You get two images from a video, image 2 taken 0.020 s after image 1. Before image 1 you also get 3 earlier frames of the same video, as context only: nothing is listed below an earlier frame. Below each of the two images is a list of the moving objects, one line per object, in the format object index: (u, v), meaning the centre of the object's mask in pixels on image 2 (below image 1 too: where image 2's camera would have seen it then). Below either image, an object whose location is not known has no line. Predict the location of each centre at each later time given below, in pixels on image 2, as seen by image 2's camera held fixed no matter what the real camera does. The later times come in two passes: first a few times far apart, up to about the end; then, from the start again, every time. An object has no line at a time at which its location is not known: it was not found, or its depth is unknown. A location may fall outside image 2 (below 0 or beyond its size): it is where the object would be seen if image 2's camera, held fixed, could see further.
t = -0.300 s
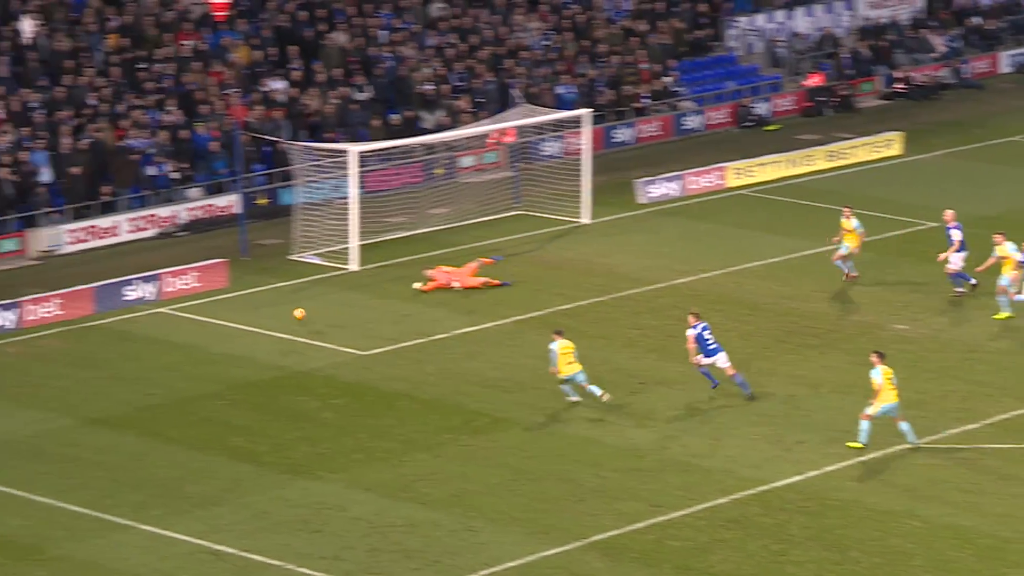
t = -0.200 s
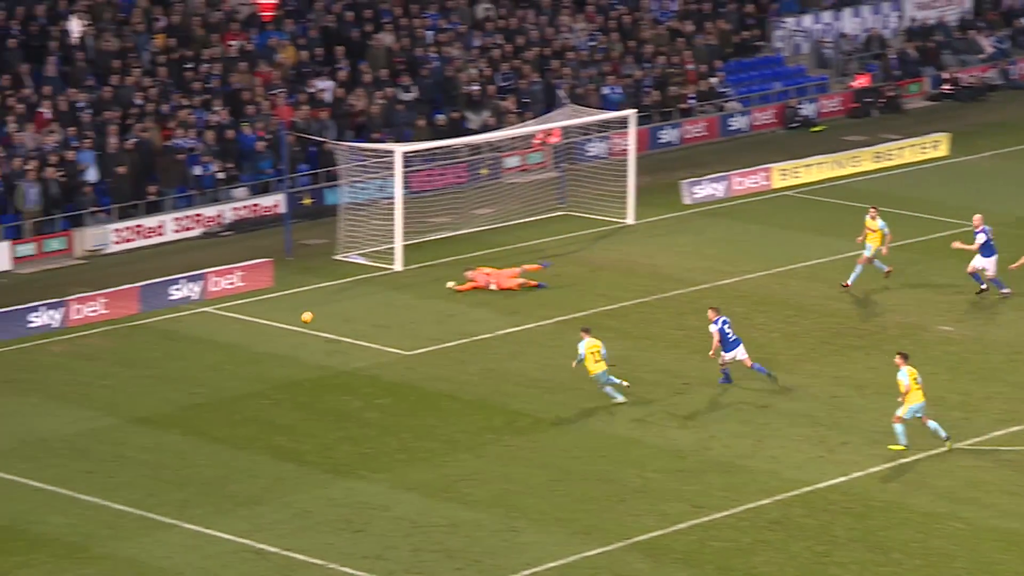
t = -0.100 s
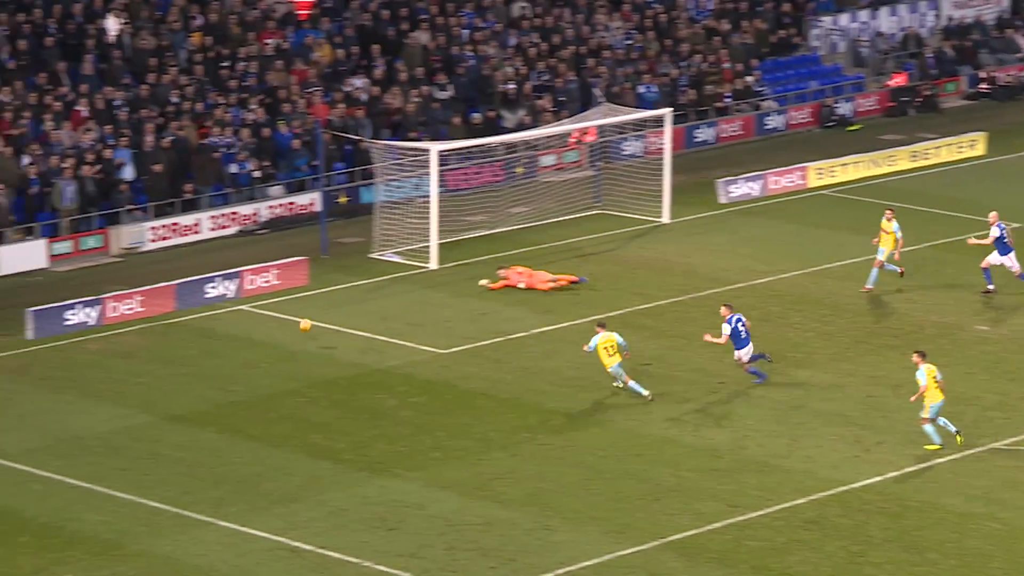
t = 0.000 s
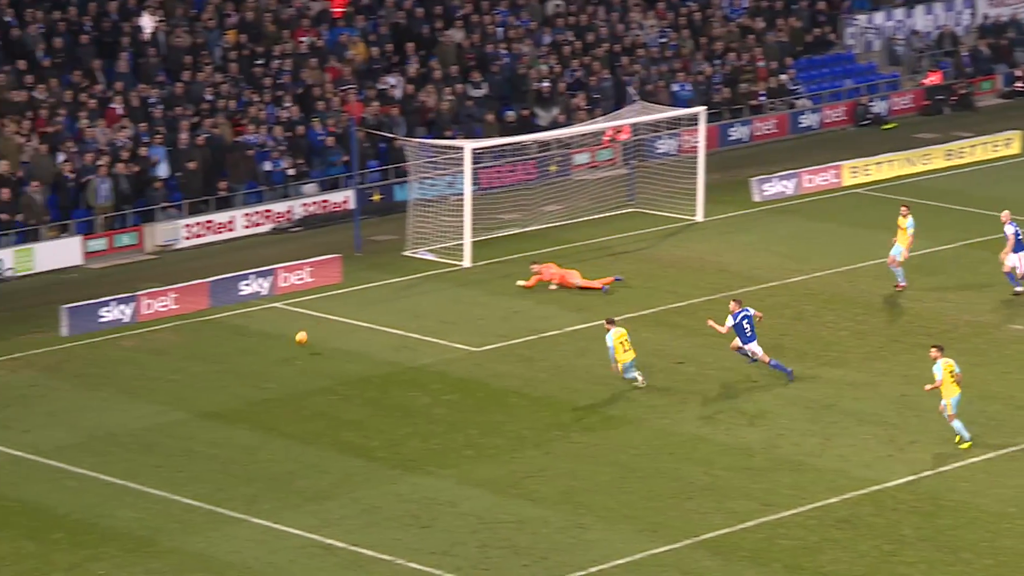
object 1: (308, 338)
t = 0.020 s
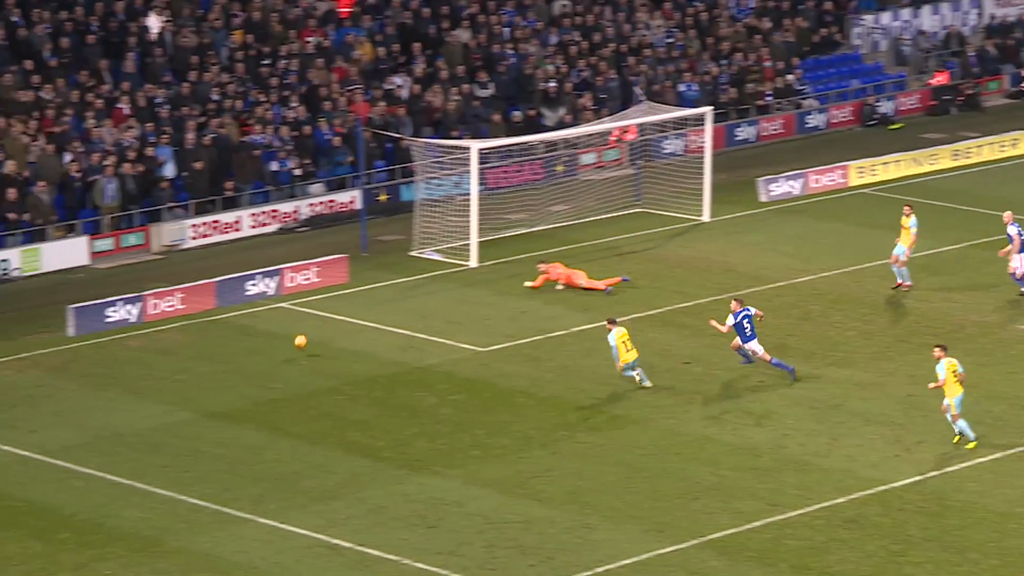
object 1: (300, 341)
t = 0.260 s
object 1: (230, 354)
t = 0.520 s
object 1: (162, 380)
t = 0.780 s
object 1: (90, 401)
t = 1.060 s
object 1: (10, 422)
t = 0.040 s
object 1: (293, 345)
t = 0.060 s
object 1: (285, 349)
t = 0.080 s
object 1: (278, 354)
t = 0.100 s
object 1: (270, 357)
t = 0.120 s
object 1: (266, 356)
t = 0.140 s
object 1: (261, 355)
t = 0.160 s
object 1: (256, 355)
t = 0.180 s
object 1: (250, 354)
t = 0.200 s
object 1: (245, 354)
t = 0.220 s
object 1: (240, 354)
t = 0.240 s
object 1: (235, 354)
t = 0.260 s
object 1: (230, 354)
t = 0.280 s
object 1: (225, 355)
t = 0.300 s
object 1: (220, 356)
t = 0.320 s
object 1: (215, 357)
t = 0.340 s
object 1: (209, 358)
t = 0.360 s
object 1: (204, 360)
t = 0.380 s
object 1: (199, 362)
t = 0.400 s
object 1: (194, 363)
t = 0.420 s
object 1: (189, 366)
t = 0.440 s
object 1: (183, 368)
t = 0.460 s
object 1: (178, 371)
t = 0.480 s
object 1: (173, 374)
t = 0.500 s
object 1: (168, 377)
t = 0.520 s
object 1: (162, 380)
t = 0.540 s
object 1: (157, 384)
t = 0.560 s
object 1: (152, 388)
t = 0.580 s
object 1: (146, 391)
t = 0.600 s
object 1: (141, 392)
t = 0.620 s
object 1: (135, 392)
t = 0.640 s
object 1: (130, 392)
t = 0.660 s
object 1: (124, 392)
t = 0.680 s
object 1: (119, 393)
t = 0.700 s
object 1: (113, 394)
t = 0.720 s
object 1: (107, 396)
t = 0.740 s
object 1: (102, 397)
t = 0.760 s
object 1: (96, 399)
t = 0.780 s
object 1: (90, 401)
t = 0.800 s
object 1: (84, 403)
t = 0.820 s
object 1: (78, 405)
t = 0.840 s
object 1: (73, 408)
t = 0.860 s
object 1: (67, 411)
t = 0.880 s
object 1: (62, 415)
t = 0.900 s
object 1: (55, 416)
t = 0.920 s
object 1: (50, 416)
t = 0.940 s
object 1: (44, 416)
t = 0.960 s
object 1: (39, 416)
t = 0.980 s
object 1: (33, 417)
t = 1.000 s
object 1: (27, 418)
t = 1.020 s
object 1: (22, 419)
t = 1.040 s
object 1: (16, 421)
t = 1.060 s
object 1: (10, 422)
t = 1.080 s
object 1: (4, 424)
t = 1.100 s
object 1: (-2, 427)
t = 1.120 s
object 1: (-7, 429)
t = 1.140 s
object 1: (-13, 432)
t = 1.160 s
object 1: (-19, 435)
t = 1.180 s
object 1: (-25, 438)
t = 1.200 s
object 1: (-31, 441)
